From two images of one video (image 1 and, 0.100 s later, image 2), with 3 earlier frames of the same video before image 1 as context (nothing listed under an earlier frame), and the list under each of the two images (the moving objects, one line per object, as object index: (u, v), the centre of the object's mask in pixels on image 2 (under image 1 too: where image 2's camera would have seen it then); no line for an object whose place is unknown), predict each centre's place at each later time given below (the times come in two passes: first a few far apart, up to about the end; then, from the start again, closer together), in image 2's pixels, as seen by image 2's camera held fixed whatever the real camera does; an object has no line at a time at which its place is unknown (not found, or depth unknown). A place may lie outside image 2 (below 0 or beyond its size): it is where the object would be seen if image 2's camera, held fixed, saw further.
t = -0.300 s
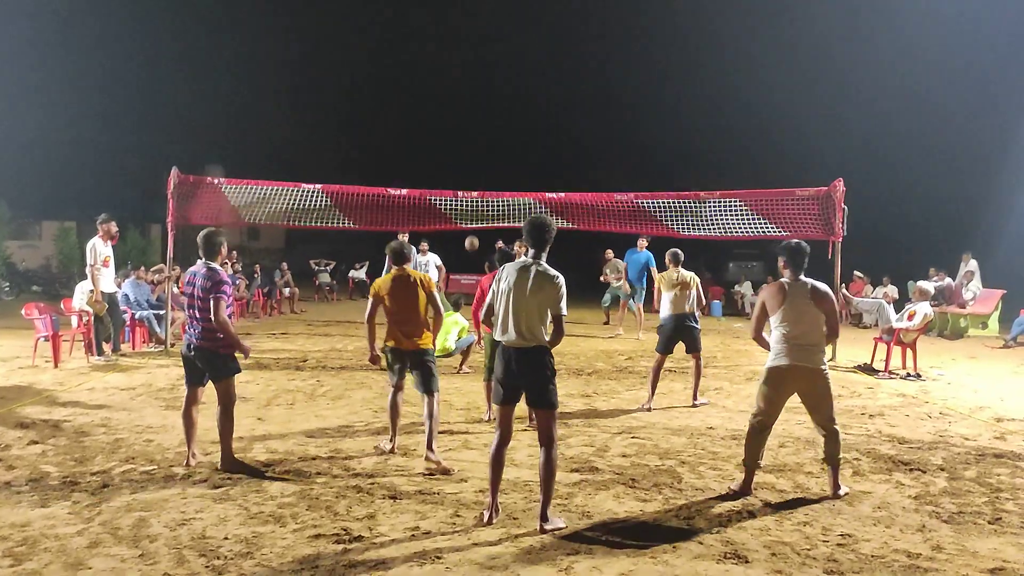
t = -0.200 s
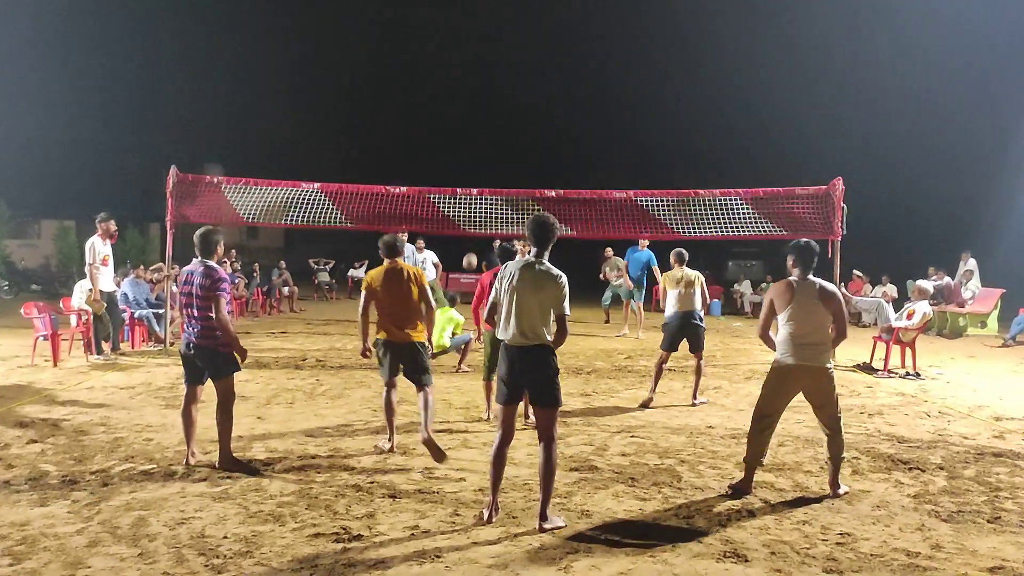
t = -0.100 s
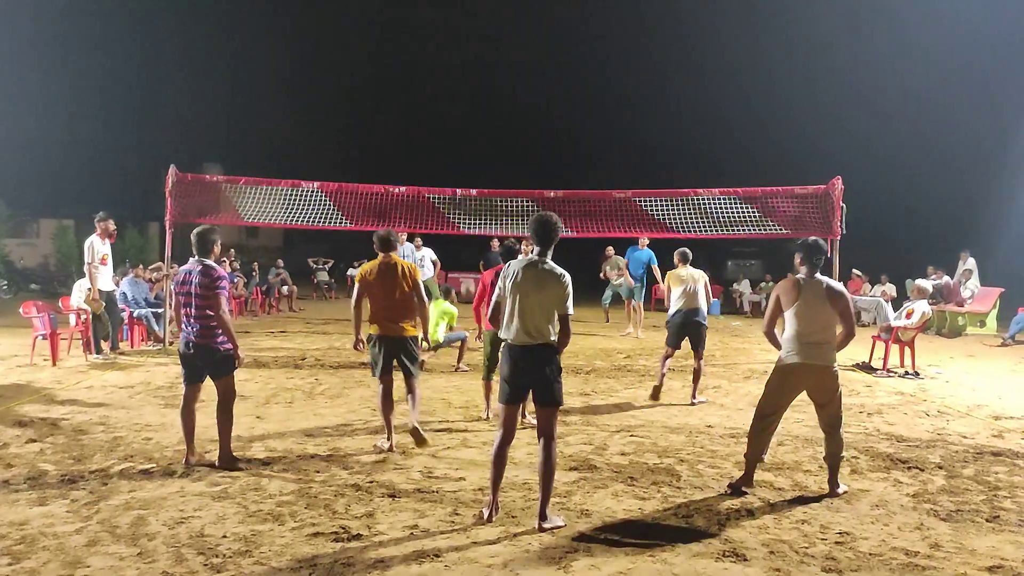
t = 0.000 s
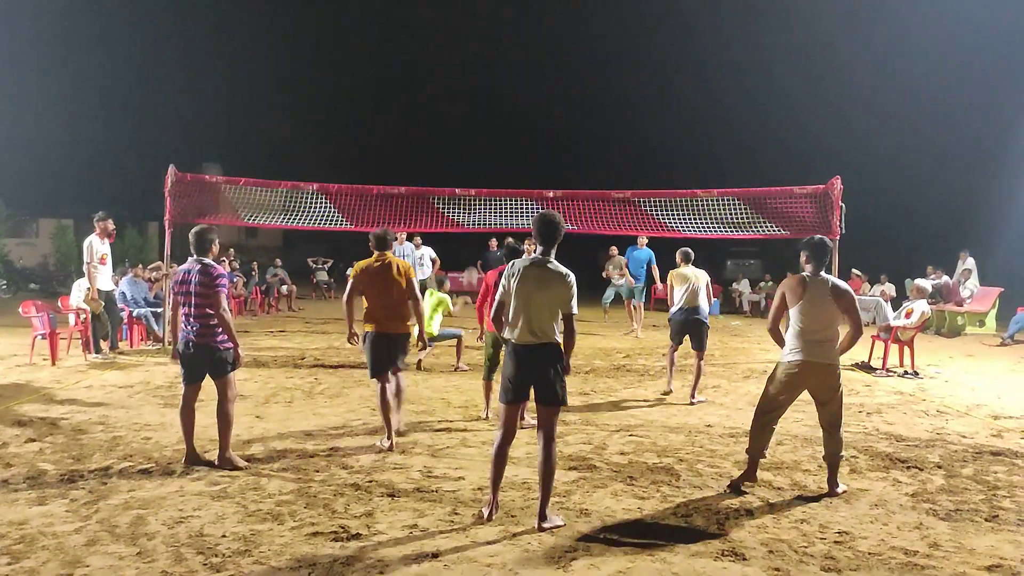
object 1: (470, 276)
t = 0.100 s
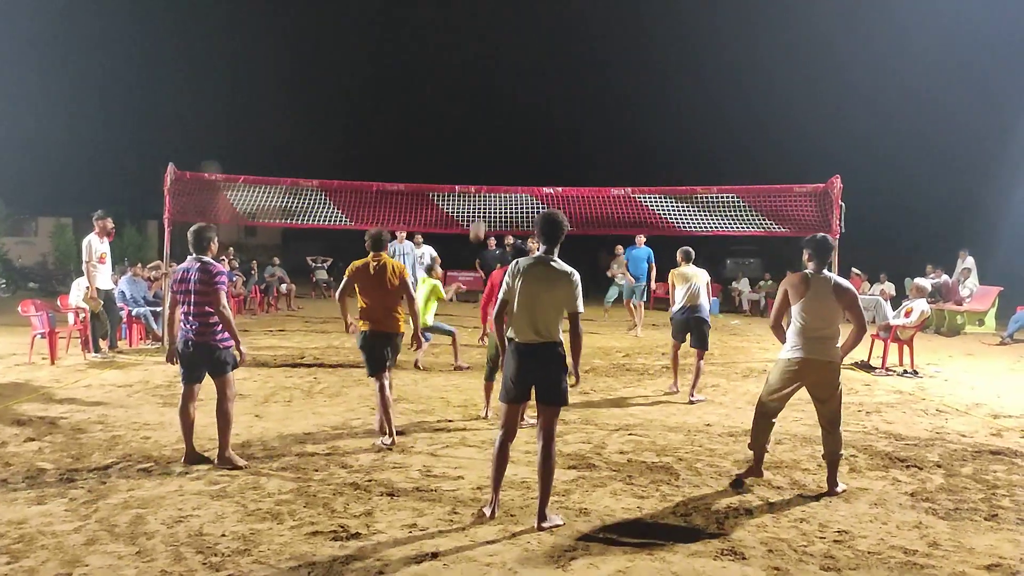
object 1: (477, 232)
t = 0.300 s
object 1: (492, 159)
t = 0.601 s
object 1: (515, 104)
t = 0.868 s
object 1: (536, 115)
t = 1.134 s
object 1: (559, 188)
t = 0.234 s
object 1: (487, 178)
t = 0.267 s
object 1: (489, 169)
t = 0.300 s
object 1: (492, 159)
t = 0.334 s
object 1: (494, 149)
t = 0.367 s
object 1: (497, 140)
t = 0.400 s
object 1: (500, 132)
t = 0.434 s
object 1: (502, 126)
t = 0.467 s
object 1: (505, 119)
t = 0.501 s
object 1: (507, 114)
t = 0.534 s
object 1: (510, 110)
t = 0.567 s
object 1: (512, 106)
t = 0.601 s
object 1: (515, 104)
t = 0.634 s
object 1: (517, 102)
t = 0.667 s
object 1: (520, 101)
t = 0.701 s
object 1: (522, 101)
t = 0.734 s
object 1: (525, 102)
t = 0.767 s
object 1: (528, 104)
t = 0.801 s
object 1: (531, 106)
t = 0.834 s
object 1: (534, 110)
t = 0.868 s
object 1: (536, 115)
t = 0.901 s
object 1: (539, 120)
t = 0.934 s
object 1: (542, 127)
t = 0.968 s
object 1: (545, 135)
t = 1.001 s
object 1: (548, 144)
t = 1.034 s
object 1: (551, 153)
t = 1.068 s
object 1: (553, 164)
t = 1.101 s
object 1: (556, 176)
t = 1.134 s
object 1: (559, 188)
